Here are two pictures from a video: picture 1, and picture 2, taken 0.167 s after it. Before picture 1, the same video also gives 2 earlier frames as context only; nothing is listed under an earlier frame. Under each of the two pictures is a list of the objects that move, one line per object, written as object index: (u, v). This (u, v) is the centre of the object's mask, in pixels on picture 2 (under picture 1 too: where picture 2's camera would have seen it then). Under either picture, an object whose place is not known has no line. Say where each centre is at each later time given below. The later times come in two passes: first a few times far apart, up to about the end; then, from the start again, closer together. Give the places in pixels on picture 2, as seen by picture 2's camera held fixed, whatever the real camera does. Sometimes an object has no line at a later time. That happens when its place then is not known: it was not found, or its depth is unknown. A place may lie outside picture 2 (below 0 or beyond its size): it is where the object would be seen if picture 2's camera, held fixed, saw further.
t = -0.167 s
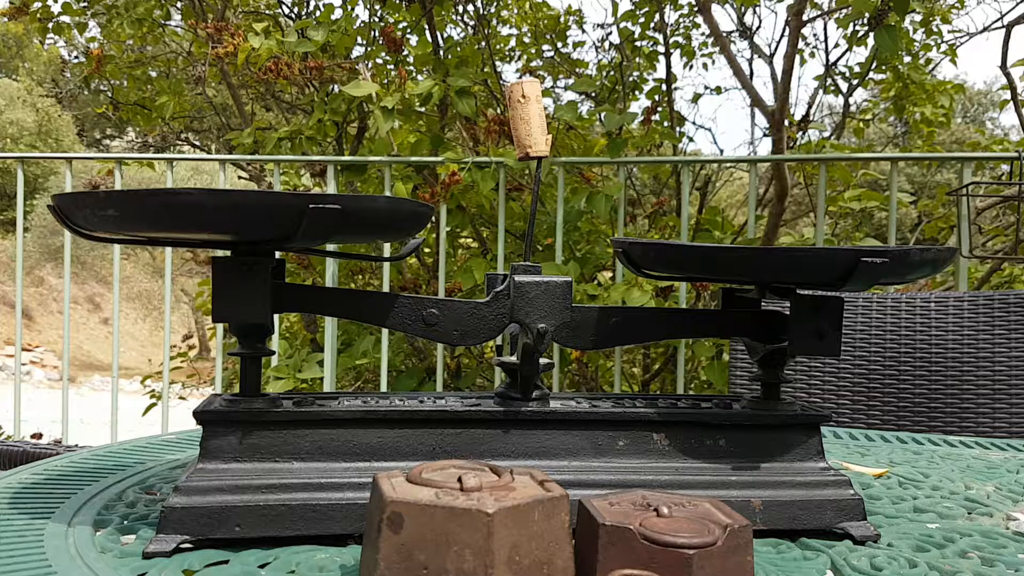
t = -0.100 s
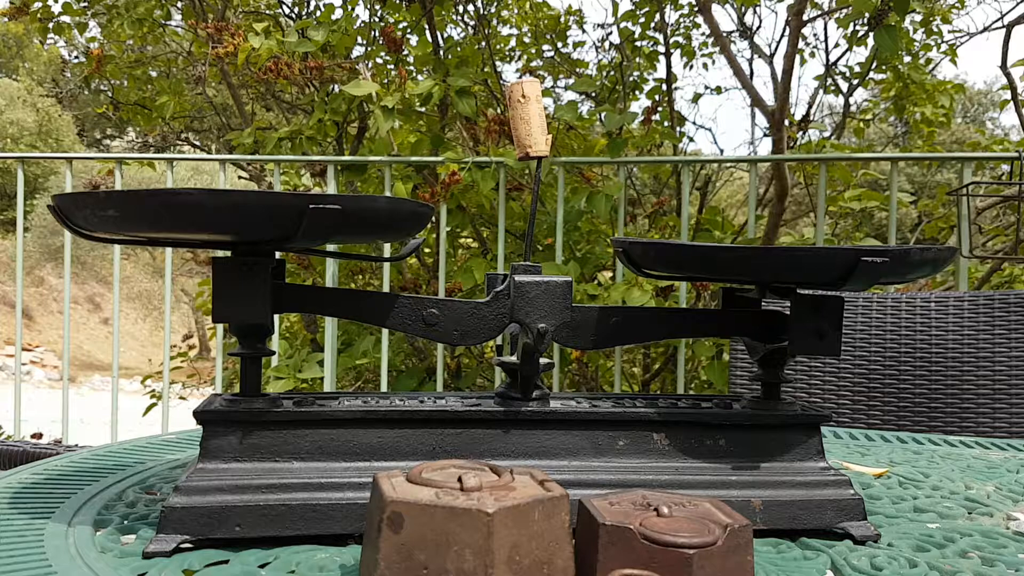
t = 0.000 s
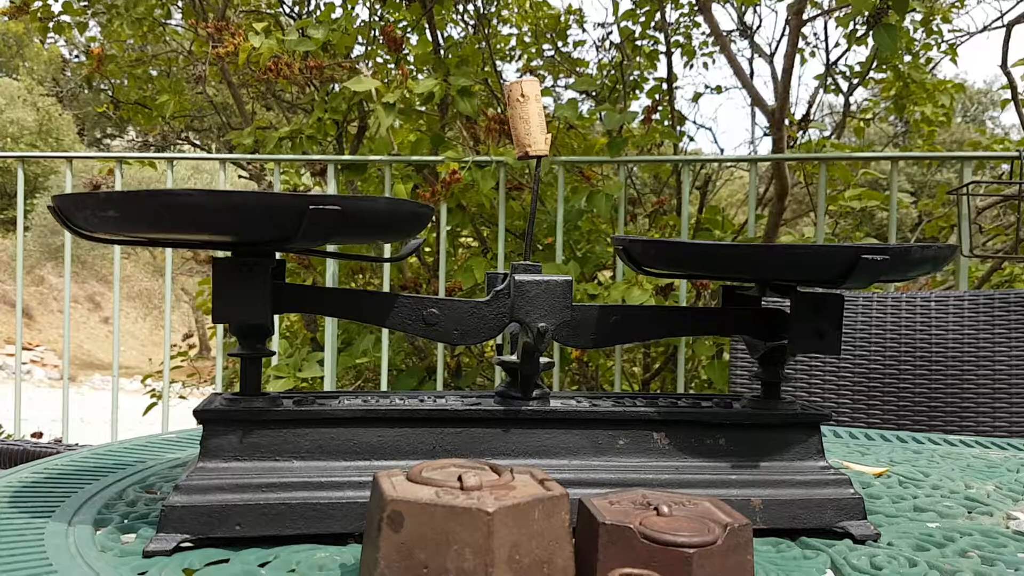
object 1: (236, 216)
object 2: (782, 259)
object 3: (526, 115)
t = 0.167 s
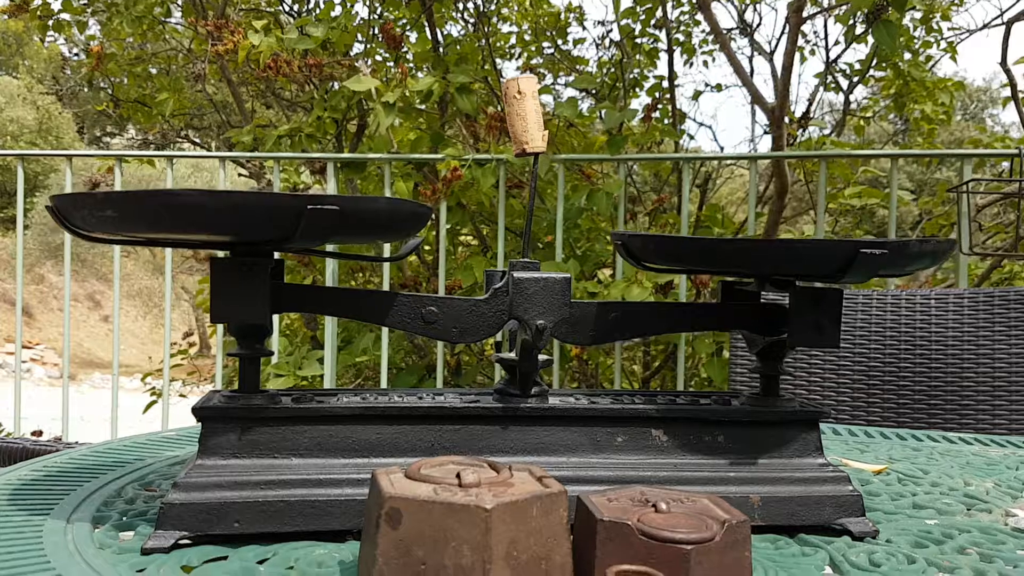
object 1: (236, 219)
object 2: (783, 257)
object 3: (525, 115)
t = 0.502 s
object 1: (241, 224)
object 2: (782, 254)
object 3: (522, 115)
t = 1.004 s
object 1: (245, 227)
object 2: (783, 252)
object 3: (520, 115)
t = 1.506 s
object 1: (241, 228)
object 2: (783, 251)
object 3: (519, 115)
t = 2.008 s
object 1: (246, 233)
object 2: (783, 247)
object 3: (517, 115)
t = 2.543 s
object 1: (240, 237)
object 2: (783, 242)
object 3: (514, 115)
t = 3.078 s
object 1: (245, 247)
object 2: (784, 234)
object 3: (510, 115)
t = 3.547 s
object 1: (245, 253)
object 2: (783, 229)
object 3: (506, 115)
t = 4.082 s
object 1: (246, 255)
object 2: (784, 227)
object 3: (504, 116)
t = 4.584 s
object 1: (245, 253)
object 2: (784, 229)
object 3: (505, 115)
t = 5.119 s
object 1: (240, 245)
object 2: (783, 235)
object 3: (509, 115)
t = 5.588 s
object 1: (240, 237)
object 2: (783, 243)
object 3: (514, 115)
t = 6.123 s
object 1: (241, 227)
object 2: (782, 251)
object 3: (519, 115)
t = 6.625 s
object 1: (247, 222)
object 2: (782, 257)
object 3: (523, 115)
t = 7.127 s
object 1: (247, 219)
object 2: (782, 259)
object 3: (525, 115)
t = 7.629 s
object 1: (247, 220)
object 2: (781, 258)
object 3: (524, 115)
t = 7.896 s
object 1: (247, 222)
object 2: (782, 257)
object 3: (523, 115)
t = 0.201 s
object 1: (236, 220)
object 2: (782, 256)
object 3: (524, 115)
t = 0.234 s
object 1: (236, 220)
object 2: (783, 256)
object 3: (524, 115)
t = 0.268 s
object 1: (236, 221)
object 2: (783, 256)
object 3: (523, 115)
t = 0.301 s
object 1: (236, 221)
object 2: (783, 255)
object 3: (523, 115)
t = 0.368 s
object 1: (236, 222)
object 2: (782, 255)
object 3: (523, 115)
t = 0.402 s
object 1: (236, 222)
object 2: (783, 254)
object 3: (522, 115)
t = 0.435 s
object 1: (241, 224)
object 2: (783, 254)
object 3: (522, 115)
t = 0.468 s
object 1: (241, 224)
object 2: (782, 254)
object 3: (522, 115)
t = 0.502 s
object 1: (241, 224)
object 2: (782, 254)
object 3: (522, 115)
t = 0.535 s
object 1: (241, 225)
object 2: (782, 254)
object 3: (522, 115)
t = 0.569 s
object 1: (246, 226)
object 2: (782, 253)
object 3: (522, 115)
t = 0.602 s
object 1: (241, 225)
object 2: (782, 253)
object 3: (521, 115)
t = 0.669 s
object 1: (241, 225)
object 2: (782, 253)
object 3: (521, 115)
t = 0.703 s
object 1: (246, 226)
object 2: (782, 253)
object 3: (521, 115)
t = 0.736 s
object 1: (246, 227)
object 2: (782, 253)
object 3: (521, 115)
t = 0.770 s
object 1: (246, 227)
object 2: (782, 253)
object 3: (521, 115)
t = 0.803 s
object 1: (246, 227)
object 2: (782, 253)
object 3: (521, 115)
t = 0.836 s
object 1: (246, 227)
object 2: (782, 253)
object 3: (521, 115)
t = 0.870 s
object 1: (246, 227)
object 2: (783, 253)
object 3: (521, 115)
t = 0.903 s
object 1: (241, 226)
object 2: (782, 253)
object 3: (521, 115)
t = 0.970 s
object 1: (246, 227)
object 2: (783, 252)
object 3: (521, 115)
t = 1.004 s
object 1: (245, 227)
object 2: (783, 252)
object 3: (520, 115)
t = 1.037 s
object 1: (240, 226)
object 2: (783, 252)
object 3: (521, 115)
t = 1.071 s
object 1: (241, 226)
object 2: (783, 252)
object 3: (521, 115)
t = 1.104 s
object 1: (241, 226)
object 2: (783, 252)
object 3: (520, 115)
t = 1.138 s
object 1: (240, 226)
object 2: (783, 252)
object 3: (520, 115)
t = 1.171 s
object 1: (241, 227)
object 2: (783, 252)
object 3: (520, 115)
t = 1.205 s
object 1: (241, 227)
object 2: (783, 252)
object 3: (520, 115)
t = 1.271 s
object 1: (241, 227)
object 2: (782, 251)
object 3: (520, 115)
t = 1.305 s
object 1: (241, 227)
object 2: (782, 251)
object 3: (520, 115)
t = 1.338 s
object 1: (241, 227)
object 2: (782, 251)
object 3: (520, 115)
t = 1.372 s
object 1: (241, 228)
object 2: (782, 251)
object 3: (520, 115)
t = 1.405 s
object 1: (241, 228)
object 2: (782, 251)
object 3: (520, 115)
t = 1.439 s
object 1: (241, 228)
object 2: (782, 251)
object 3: (520, 115)
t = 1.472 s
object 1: (246, 229)
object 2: (782, 251)
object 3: (519, 115)
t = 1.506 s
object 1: (241, 228)
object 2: (783, 251)
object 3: (519, 115)
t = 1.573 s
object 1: (241, 228)
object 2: (782, 250)
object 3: (519, 115)
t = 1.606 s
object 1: (241, 228)
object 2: (782, 250)
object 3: (519, 115)
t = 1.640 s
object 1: (241, 229)
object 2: (782, 250)
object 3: (519, 115)
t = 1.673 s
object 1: (246, 230)
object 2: (782, 250)
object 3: (519, 115)
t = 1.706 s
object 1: (241, 229)
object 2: (782, 250)
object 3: (519, 115)
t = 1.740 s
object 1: (241, 229)
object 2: (782, 250)
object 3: (519, 115)
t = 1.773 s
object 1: (241, 230)
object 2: (782, 250)
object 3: (519, 115)
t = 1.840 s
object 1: (246, 231)
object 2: (782, 249)
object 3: (518, 115)
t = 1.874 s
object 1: (246, 232)
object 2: (782, 249)
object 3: (518, 115)
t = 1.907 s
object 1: (246, 232)
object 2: (782, 248)
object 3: (518, 115)
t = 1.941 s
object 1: (246, 232)
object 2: (783, 248)
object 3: (518, 115)
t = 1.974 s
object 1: (246, 232)
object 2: (783, 248)
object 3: (518, 115)
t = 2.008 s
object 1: (246, 233)
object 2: (783, 247)
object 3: (517, 115)
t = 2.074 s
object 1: (246, 233)
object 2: (783, 247)
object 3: (517, 115)
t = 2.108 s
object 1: (245, 233)
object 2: (783, 247)
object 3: (517, 115)
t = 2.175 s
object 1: (245, 234)
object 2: (783, 246)
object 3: (517, 115)
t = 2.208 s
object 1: (245, 234)
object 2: (783, 246)
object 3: (517, 115)
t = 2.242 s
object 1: (245, 235)
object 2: (783, 246)
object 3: (516, 115)
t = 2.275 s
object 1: (245, 235)
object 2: (783, 245)
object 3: (516, 115)
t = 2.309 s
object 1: (245, 236)
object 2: (783, 245)
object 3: (516, 115)
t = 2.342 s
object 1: (245, 236)
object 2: (783, 244)
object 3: (516, 115)
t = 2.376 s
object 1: (245, 236)
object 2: (783, 244)
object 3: (515, 115)
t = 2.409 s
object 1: (245, 237)
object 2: (783, 244)
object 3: (515, 115)
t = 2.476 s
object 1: (245, 238)
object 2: (783, 243)
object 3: (514, 115)
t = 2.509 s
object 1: (246, 238)
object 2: (783, 242)
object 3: (514, 115)
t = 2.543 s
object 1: (240, 237)
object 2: (783, 242)
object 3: (514, 115)
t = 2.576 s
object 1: (240, 238)
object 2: (783, 241)
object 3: (514, 115)
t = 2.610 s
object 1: (240, 239)
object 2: (783, 241)
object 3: (513, 115)
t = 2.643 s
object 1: (240, 239)
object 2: (784, 240)
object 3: (513, 115)
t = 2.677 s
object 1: (235, 239)
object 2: (784, 240)
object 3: (513, 115)
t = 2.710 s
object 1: (240, 240)
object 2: (783, 239)
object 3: (513, 115)
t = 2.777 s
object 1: (240, 241)
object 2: (783, 239)
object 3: (512, 115)
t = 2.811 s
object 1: (240, 242)
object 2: (783, 238)
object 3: (512, 115)
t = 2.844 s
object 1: (240, 242)
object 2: (783, 238)
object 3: (511, 115)
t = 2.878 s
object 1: (240, 243)
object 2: (784, 237)
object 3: (511, 115)
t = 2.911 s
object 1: (240, 243)
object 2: (784, 237)
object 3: (511, 115)
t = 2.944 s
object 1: (240, 244)
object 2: (784, 237)
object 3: (511, 115)
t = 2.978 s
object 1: (245, 245)
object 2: (784, 236)
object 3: (510, 115)
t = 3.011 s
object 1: (245, 246)
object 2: (784, 236)
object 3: (510, 115)
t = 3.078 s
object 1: (245, 247)
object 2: (784, 234)
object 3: (510, 115)
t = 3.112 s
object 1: (245, 247)
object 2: (784, 234)
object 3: (509, 115)
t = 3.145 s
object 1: (240, 247)
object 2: (784, 233)
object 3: (509, 115)
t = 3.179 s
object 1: (240, 247)
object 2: (784, 233)
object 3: (509, 115)
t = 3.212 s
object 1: (245, 249)
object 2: (784, 233)
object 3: (508, 115)
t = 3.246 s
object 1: (245, 249)
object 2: (784, 232)
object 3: (508, 115)
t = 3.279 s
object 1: (245, 250)
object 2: (784, 232)
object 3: (508, 115)
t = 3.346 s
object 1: (245, 251)
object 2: (784, 231)
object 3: (507, 115)
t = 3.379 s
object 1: (245, 251)
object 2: (783, 230)
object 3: (507, 115)
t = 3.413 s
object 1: (245, 251)
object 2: (783, 230)
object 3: (507, 115)
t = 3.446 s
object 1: (245, 252)
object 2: (783, 230)
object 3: (506, 115)
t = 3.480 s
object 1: (245, 252)
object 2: (783, 230)
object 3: (506, 115)
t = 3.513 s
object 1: (246, 253)
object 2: (783, 229)
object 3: (506, 115)
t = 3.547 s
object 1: (245, 253)
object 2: (783, 229)
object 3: (506, 115)
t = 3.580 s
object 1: (245, 253)
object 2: (783, 228)
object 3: (506, 115)
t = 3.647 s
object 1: (246, 253)
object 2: (784, 228)
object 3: (505, 115)
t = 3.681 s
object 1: (245, 254)
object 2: (783, 228)
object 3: (505, 115)
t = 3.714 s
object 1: (246, 254)
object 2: (783, 228)
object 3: (505, 115)
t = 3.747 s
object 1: (245, 254)
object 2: (783, 227)
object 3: (505, 115)
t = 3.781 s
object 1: (245, 254)
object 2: (783, 227)
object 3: (505, 115)
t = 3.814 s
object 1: (245, 255)
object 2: (783, 227)
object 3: (505, 116)
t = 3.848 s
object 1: (245, 255)
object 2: (783, 227)
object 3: (505, 115)
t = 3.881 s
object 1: (245, 255)
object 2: (783, 227)
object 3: (504, 115)
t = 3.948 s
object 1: (245, 255)
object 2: (783, 227)
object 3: (504, 116)
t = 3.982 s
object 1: (245, 255)
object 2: (783, 227)
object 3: (504, 116)
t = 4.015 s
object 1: (246, 255)
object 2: (783, 227)
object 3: (504, 116)
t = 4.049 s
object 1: (245, 255)
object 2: (783, 227)
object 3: (504, 115)
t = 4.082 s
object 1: (246, 255)
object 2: (784, 227)
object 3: (504, 116)
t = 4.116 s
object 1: (245, 255)
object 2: (784, 227)
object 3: (504, 116)
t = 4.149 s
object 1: (246, 255)
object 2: (784, 227)
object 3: (504, 115)
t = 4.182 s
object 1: (246, 255)
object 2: (784, 226)
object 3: (504, 116)
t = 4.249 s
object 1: (246, 255)
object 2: (784, 227)
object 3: (504, 116)
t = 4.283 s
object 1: (246, 255)
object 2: (784, 227)
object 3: (504, 116)
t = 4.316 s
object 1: (246, 255)
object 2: (784, 227)
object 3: (504, 115)
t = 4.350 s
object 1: (245, 255)
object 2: (784, 227)
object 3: (504, 116)
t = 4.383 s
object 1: (246, 254)
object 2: (784, 227)
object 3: (504, 116)
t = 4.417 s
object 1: (245, 254)
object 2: (784, 228)
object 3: (505, 116)
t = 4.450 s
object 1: (245, 254)
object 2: (784, 228)
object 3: (505, 115)
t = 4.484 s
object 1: (245, 254)
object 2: (784, 228)
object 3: (505, 115)
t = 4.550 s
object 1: (245, 253)
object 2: (784, 228)
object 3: (505, 115)
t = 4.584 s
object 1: (245, 253)
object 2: (784, 229)
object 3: (505, 115)
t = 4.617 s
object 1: (246, 253)
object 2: (784, 229)
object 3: (505, 115)
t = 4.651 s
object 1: (245, 252)
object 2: (784, 229)
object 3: (505, 115)
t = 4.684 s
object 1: (245, 252)
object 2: (784, 230)
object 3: (506, 116)
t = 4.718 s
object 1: (246, 252)
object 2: (783, 230)
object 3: (506, 115)
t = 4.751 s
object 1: (246, 251)
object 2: (783, 230)
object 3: (506, 115)
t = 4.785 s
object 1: (246, 251)
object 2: (783, 230)
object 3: (506, 116)
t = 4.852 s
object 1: (245, 250)
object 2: (783, 231)
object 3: (507, 115)
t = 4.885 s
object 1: (245, 250)
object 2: (783, 232)
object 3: (507, 115)
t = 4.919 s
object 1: (240, 248)
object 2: (783, 232)
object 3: (507, 115)
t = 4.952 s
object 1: (240, 247)
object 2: (783, 232)
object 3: (508, 115)
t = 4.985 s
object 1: (240, 247)
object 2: (783, 233)
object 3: (508, 115)
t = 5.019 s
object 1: (240, 247)
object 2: (783, 233)
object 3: (508, 115)
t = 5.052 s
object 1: (245, 247)
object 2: (783, 234)
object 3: (508, 115)
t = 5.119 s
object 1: (240, 245)
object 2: (783, 235)
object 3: (509, 115)
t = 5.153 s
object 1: (240, 245)
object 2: (783, 236)
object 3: (509, 115)
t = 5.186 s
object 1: (240, 244)
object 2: (783, 236)
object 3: (510, 116)
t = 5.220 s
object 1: (240, 244)
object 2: (783, 237)
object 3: (510, 115)
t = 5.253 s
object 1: (246, 244)
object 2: (783, 237)
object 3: (510, 115)
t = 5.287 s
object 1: (246, 243)
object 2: (783, 238)
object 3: (511, 115)
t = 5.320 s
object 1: (246, 243)
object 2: (783, 238)
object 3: (511, 116)
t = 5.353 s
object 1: (246, 242)
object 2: (783, 239)
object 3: (511, 115)
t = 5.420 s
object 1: (246, 241)
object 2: (783, 240)
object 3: (512, 115)
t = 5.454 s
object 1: (245, 240)
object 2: (783, 240)
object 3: (512, 115)
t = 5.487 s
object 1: (246, 240)
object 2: (782, 241)
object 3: (513, 115)
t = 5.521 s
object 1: (245, 239)
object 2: (783, 241)
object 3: (513, 115)
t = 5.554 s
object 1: (240, 237)
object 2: (783, 242)
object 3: (513, 115)
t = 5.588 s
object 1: (240, 237)
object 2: (783, 243)
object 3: (514, 115)
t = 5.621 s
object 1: (240, 236)
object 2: (783, 243)
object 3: (514, 115)
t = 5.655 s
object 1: (246, 237)
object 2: (783, 244)
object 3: (515, 115)
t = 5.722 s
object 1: (246, 235)
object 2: (783, 245)
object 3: (515, 115)
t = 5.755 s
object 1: (246, 235)
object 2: (783, 245)
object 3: (516, 115)
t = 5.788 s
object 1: (246, 234)
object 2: (783, 246)
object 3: (516, 115)
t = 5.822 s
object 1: (246, 234)
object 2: (783, 247)
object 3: (516, 115)
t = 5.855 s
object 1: (241, 232)
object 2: (783, 247)
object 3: (517, 115)
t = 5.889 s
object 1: (241, 231)
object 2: (782, 248)
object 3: (517, 115)
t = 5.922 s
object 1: (246, 232)
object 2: (782, 248)
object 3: (518, 115)
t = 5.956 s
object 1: (246, 231)
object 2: (782, 249)
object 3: (518, 115)
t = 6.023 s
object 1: (240, 229)
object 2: (782, 250)
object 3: (519, 115)
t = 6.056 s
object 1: (241, 228)
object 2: (782, 250)
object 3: (519, 115)
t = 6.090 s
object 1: (246, 229)
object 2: (782, 250)
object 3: (519, 115)
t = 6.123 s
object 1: (241, 227)
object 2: (782, 251)
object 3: (519, 115)
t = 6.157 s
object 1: (246, 228)
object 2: (782, 252)
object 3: (520, 115)
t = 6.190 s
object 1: (241, 226)
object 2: (782, 252)
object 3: (520, 115)
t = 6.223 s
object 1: (241, 226)
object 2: (782, 252)
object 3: (520, 115)
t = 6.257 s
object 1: (241, 225)
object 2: (782, 253)
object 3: (521, 115)
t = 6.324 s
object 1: (241, 224)
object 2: (782, 254)
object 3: (521, 115)
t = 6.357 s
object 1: (240, 224)
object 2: (782, 254)
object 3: (521, 115)
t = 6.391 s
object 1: (236, 222)
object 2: (782, 254)
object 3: (522, 115)
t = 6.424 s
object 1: (240, 223)
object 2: (782, 255)
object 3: (522, 115)
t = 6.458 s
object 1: (241, 223)
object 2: (782, 255)
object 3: (522, 115)
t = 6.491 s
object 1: (246, 224)
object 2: (782, 255)
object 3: (522, 115)
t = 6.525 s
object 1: (246, 223)
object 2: (782, 256)
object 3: (523, 115)
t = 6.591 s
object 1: (247, 223)
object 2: (782, 257)
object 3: (523, 115)
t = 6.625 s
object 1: (247, 222)
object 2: (782, 257)
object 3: (523, 115)
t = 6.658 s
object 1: (247, 222)
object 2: (782, 257)
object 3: (523, 115)
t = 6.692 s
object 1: (247, 221)
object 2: (781, 257)
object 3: (523, 115)
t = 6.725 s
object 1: (247, 221)
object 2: (782, 257)
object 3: (524, 115)
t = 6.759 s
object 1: (247, 221)
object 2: (782, 257)
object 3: (524, 115)
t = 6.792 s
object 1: (247, 221)
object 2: (782, 258)
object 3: (524, 115)
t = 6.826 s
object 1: (247, 221)
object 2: (781, 258)
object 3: (524, 116)
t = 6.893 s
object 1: (247, 220)
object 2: (781, 258)
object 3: (524, 115)
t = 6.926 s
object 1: (247, 220)
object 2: (781, 259)
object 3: (524, 116)
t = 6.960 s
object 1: (247, 220)
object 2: (782, 259)
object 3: (525, 115)
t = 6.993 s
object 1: (247, 219)
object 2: (781, 259)
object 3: (525, 115)
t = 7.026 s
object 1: (247, 220)
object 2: (782, 259)
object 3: (525, 115)
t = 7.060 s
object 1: (247, 219)
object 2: (781, 259)
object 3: (525, 115)
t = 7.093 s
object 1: (247, 219)
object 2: (782, 259)
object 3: (525, 115)
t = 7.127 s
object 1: (247, 219)
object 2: (782, 259)
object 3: (525, 115)
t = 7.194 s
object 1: (247, 219)
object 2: (781, 259)
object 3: (525, 115)
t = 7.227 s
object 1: (247, 219)
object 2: (781, 259)
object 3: (525, 115)
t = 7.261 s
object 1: (247, 219)
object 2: (782, 259)
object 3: (525, 115)
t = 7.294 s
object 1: (247, 219)
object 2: (781, 259)
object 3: (525, 115)
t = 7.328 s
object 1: (247, 219)
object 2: (781, 259)
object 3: (525, 115)
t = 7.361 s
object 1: (247, 219)
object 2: (781, 259)
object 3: (525, 115)
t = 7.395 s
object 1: (247, 219)
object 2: (782, 259)
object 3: (525, 115)
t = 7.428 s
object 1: (247, 219)
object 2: (782, 259)
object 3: (525, 115)
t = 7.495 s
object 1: (247, 220)
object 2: (781, 259)
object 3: (525, 115)
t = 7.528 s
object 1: (247, 220)
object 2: (782, 259)
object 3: (525, 115)
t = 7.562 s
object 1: (247, 220)
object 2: (781, 258)
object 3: (525, 115)
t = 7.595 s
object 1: (247, 220)
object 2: (781, 259)
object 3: (524, 115)
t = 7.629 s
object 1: (247, 220)
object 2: (781, 258)
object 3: (524, 115)
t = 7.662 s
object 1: (247, 220)
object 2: (782, 258)
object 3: (524, 115)
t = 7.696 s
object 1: (247, 220)
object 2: (781, 258)
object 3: (524, 115)
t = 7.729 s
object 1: (247, 221)
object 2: (782, 258)
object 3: (524, 115)
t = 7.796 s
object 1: (246, 221)
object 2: (782, 257)
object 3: (524, 115)
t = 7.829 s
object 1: (247, 221)
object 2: (782, 257)
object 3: (524, 115)
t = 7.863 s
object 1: (246, 221)
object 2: (782, 257)
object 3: (524, 115)
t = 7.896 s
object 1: (247, 222)
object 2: (782, 257)
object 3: (523, 115)
